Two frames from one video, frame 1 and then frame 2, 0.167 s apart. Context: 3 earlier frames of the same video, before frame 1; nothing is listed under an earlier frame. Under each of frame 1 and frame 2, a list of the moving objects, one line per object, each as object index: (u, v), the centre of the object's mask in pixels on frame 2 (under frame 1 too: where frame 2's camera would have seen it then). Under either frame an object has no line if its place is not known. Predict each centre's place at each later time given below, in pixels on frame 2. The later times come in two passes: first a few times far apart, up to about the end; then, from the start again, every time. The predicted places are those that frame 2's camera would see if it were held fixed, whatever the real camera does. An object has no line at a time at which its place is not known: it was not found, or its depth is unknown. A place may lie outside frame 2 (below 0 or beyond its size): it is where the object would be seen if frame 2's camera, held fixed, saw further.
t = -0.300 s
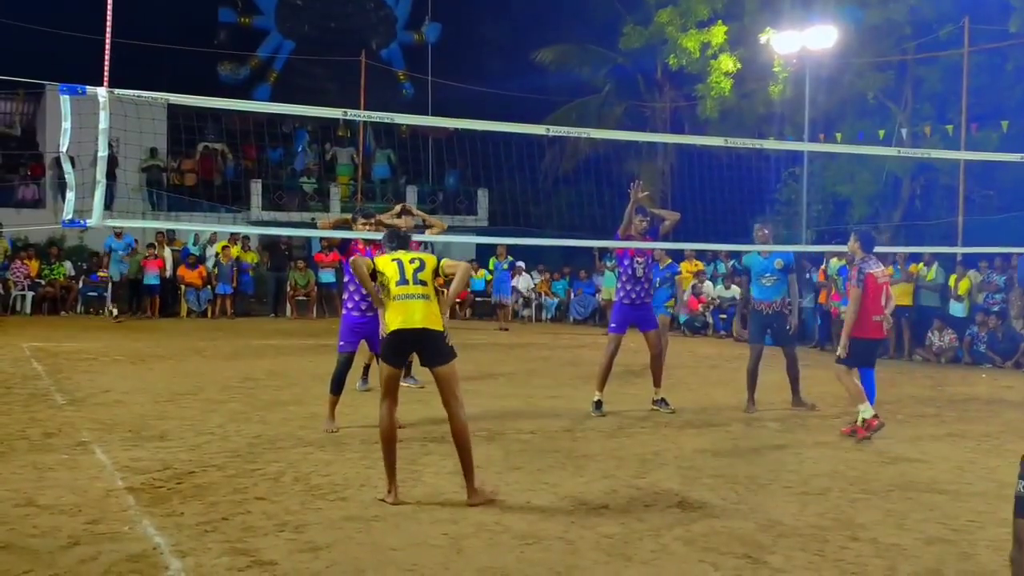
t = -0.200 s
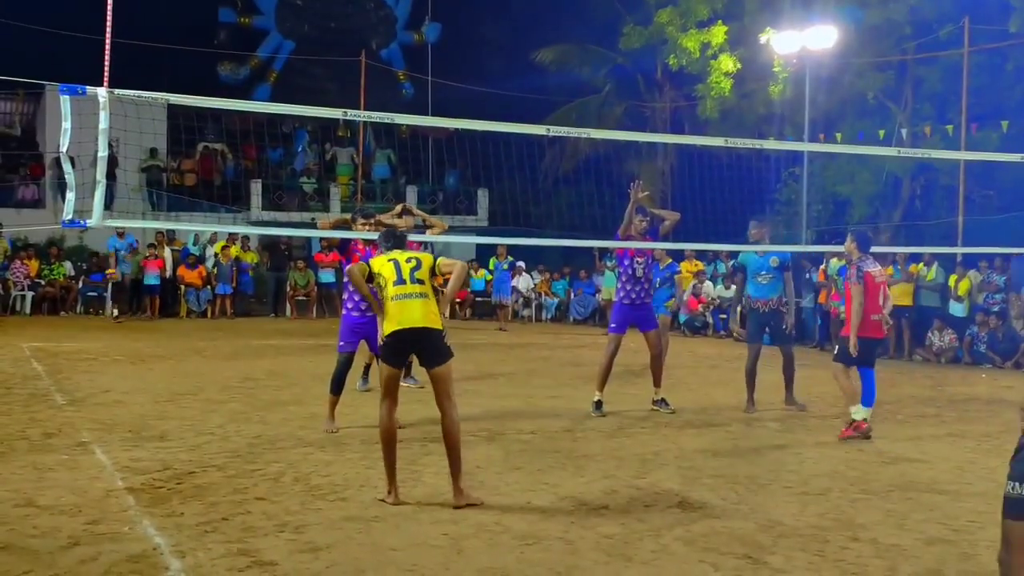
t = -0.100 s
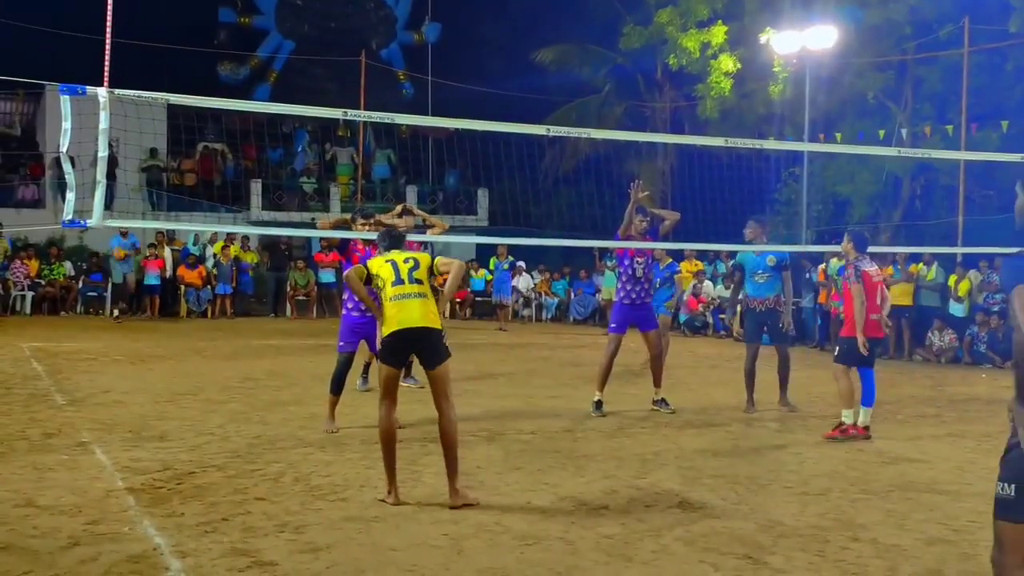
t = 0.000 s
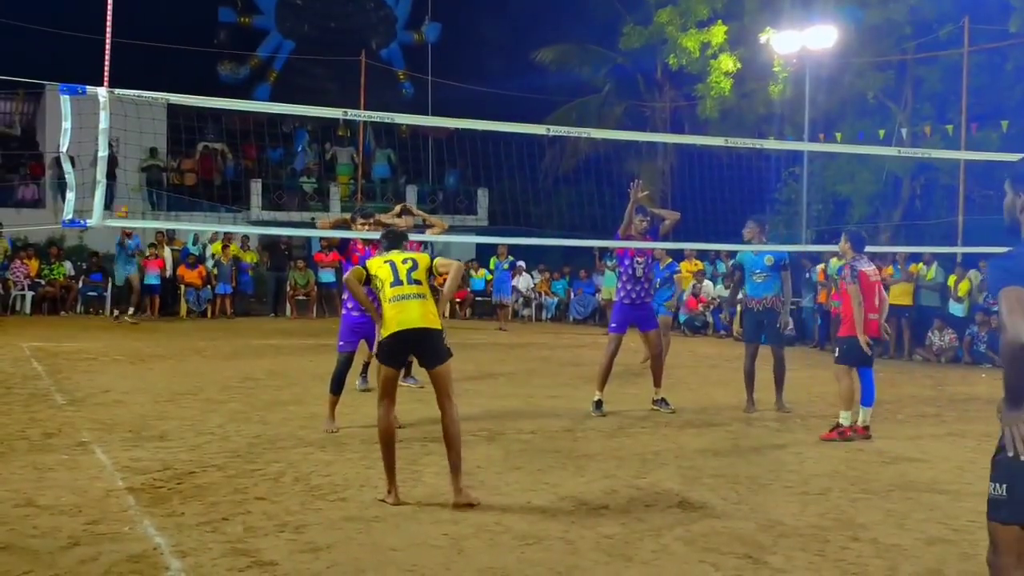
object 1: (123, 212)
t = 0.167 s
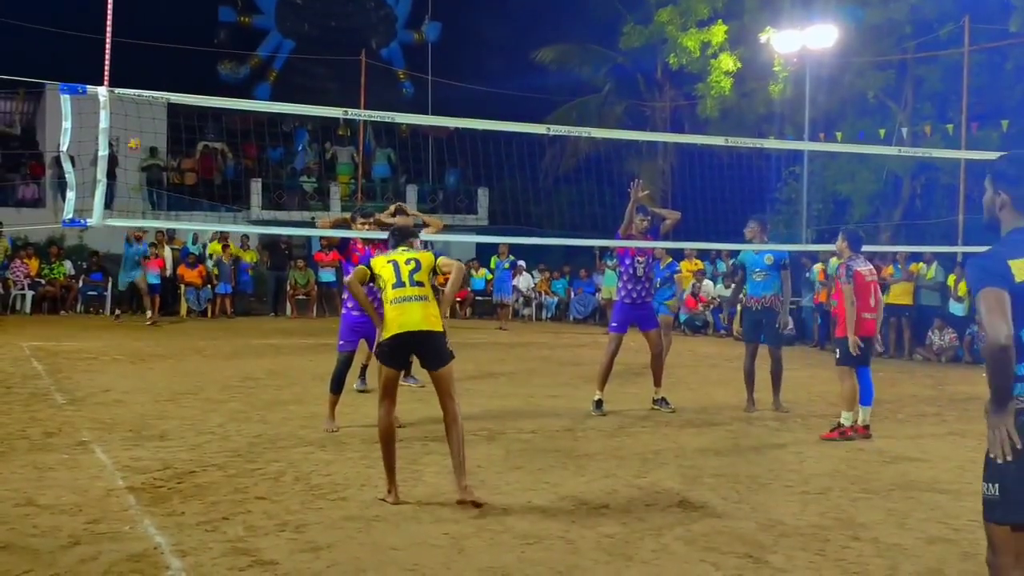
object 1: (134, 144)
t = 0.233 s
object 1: (138, 120)
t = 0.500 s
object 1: (156, 55)
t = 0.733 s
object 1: (172, 33)
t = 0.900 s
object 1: (183, 39)
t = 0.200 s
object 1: (135, 132)
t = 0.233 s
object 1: (138, 120)
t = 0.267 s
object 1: (141, 109)
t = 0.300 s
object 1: (143, 102)
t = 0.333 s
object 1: (145, 87)
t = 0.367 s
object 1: (147, 83)
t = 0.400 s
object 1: (150, 75)
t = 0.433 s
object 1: (152, 68)
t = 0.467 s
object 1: (154, 62)
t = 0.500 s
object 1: (156, 55)
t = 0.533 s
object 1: (158, 50)
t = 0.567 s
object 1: (160, 46)
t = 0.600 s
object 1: (162, 42)
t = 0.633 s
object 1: (165, 38)
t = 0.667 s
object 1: (167, 36)
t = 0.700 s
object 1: (169, 35)
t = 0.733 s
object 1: (172, 33)
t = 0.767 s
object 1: (173, 33)
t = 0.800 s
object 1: (176, 33)
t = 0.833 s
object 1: (178, 35)
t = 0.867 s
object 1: (180, 36)
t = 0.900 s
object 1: (183, 39)
